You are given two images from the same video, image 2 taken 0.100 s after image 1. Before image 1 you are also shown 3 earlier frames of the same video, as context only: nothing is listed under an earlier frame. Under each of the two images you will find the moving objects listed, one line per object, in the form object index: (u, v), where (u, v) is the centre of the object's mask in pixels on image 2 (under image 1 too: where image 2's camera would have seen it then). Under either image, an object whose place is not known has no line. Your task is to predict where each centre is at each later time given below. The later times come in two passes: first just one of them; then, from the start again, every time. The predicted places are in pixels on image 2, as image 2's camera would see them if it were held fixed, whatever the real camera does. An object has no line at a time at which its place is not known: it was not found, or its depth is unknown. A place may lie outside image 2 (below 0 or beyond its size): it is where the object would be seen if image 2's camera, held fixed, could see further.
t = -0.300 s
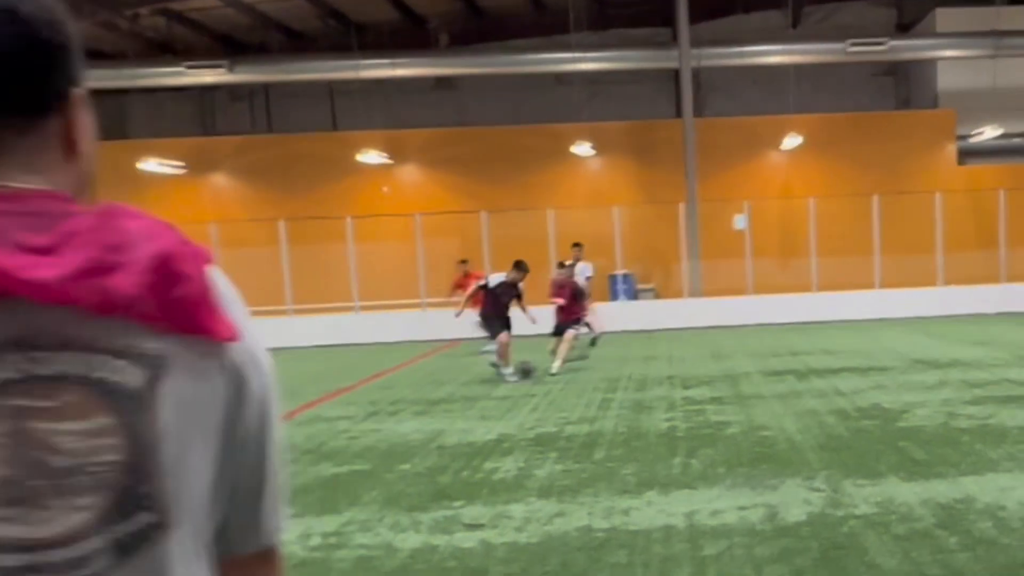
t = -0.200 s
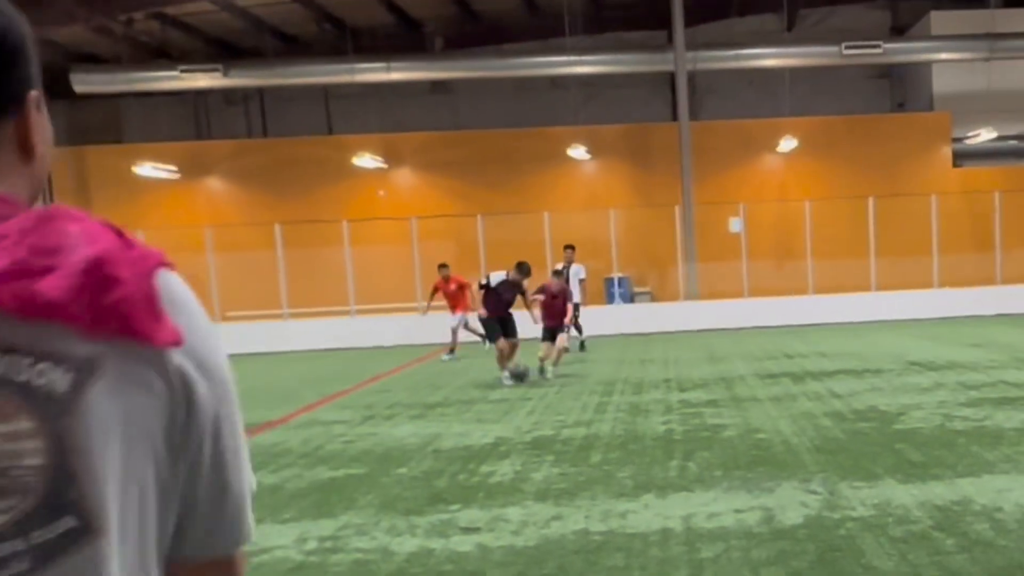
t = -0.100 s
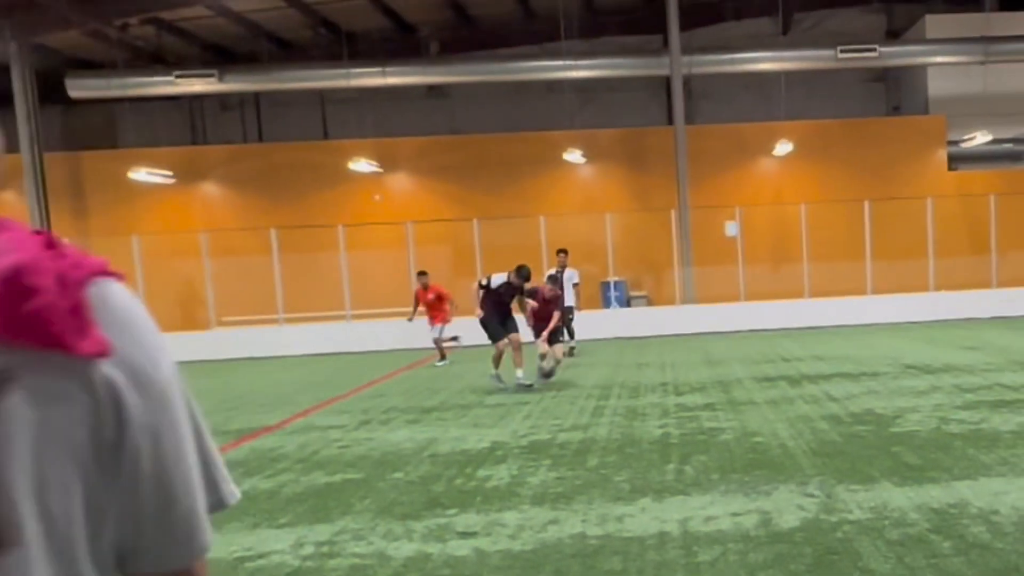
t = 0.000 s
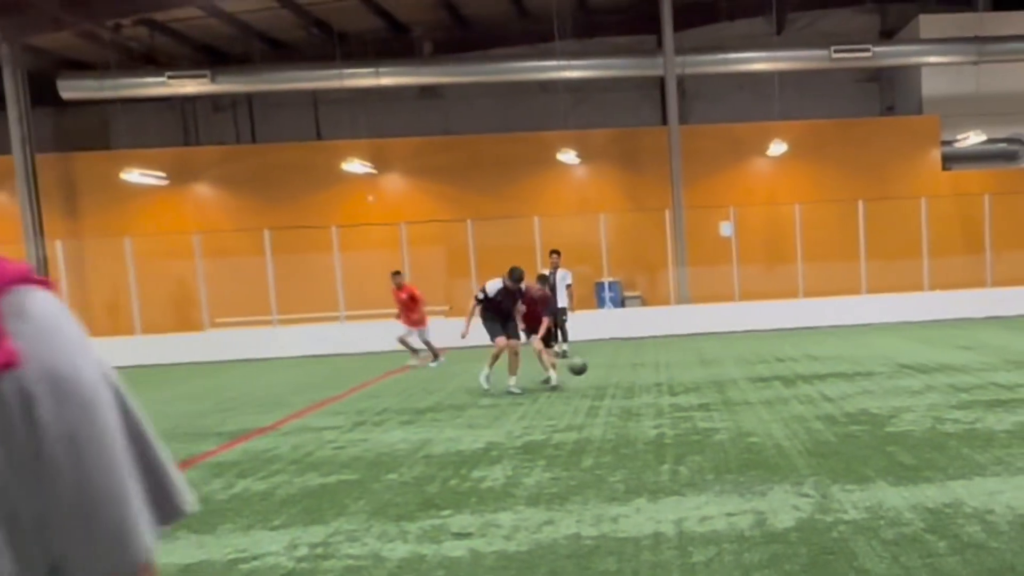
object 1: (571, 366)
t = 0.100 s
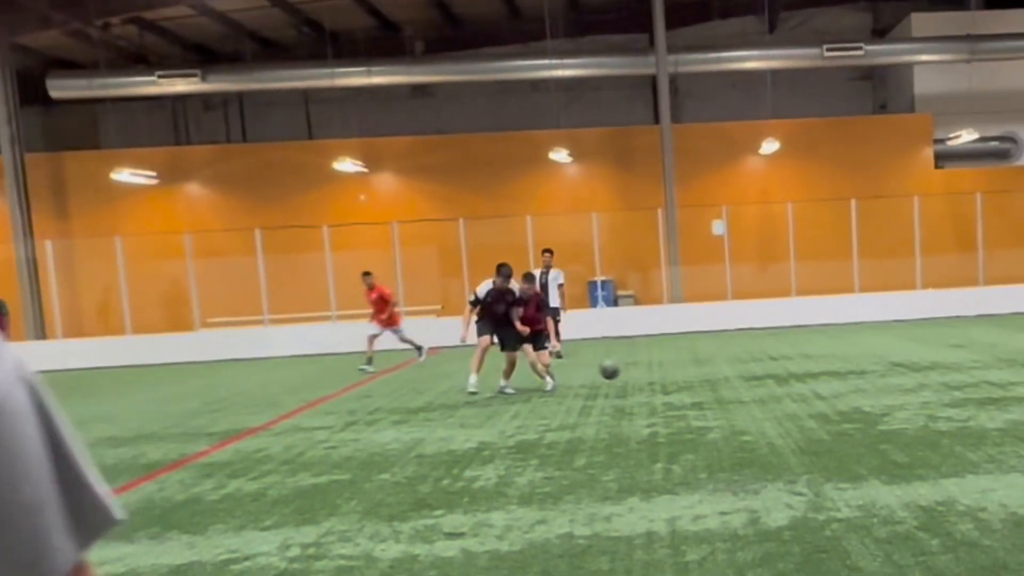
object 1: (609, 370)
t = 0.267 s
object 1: (685, 398)
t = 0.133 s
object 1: (623, 373)
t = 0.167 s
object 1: (638, 378)
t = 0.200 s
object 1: (654, 384)
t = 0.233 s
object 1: (670, 390)
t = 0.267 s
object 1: (685, 398)
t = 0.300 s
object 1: (697, 395)
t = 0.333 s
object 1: (710, 392)
